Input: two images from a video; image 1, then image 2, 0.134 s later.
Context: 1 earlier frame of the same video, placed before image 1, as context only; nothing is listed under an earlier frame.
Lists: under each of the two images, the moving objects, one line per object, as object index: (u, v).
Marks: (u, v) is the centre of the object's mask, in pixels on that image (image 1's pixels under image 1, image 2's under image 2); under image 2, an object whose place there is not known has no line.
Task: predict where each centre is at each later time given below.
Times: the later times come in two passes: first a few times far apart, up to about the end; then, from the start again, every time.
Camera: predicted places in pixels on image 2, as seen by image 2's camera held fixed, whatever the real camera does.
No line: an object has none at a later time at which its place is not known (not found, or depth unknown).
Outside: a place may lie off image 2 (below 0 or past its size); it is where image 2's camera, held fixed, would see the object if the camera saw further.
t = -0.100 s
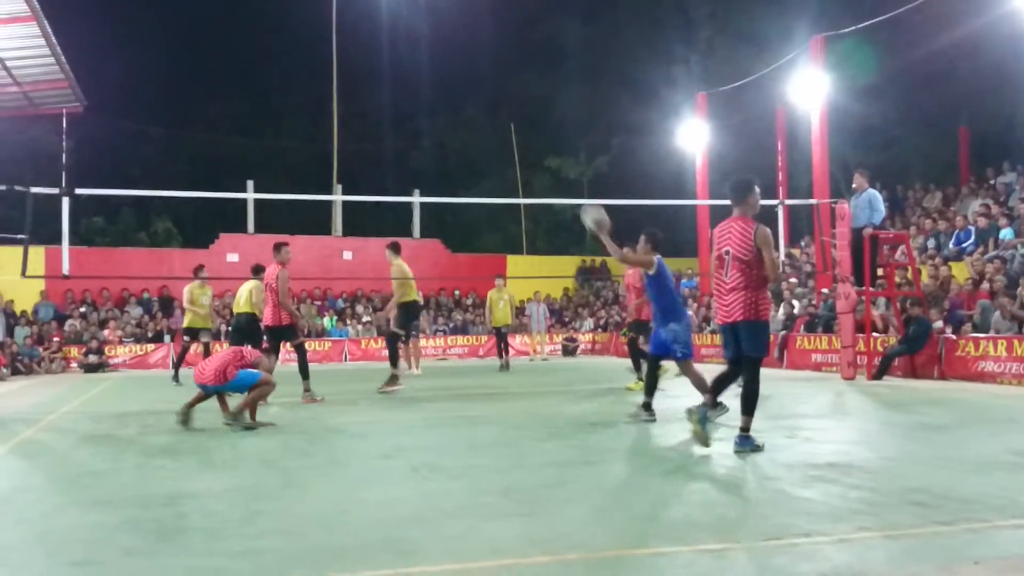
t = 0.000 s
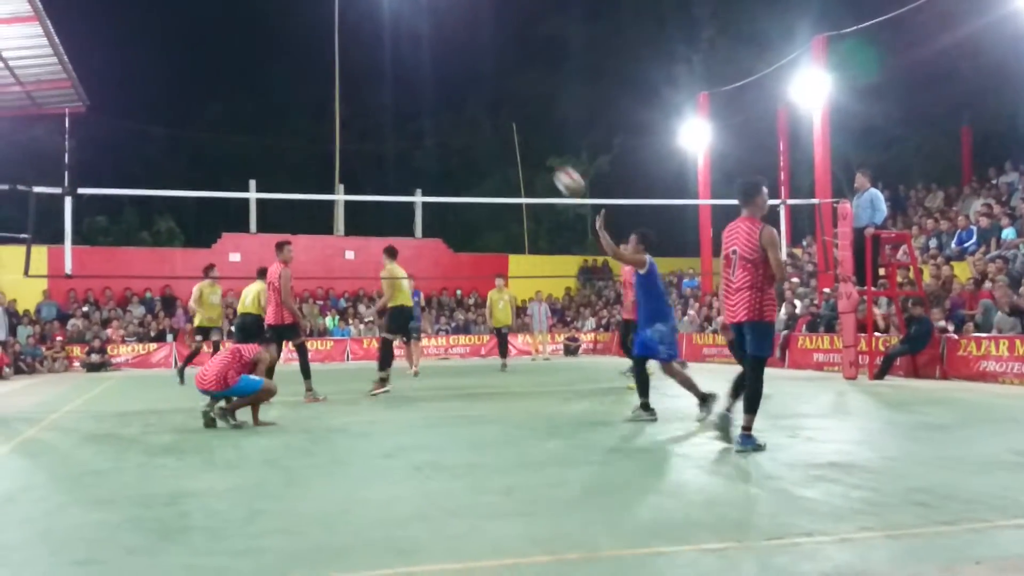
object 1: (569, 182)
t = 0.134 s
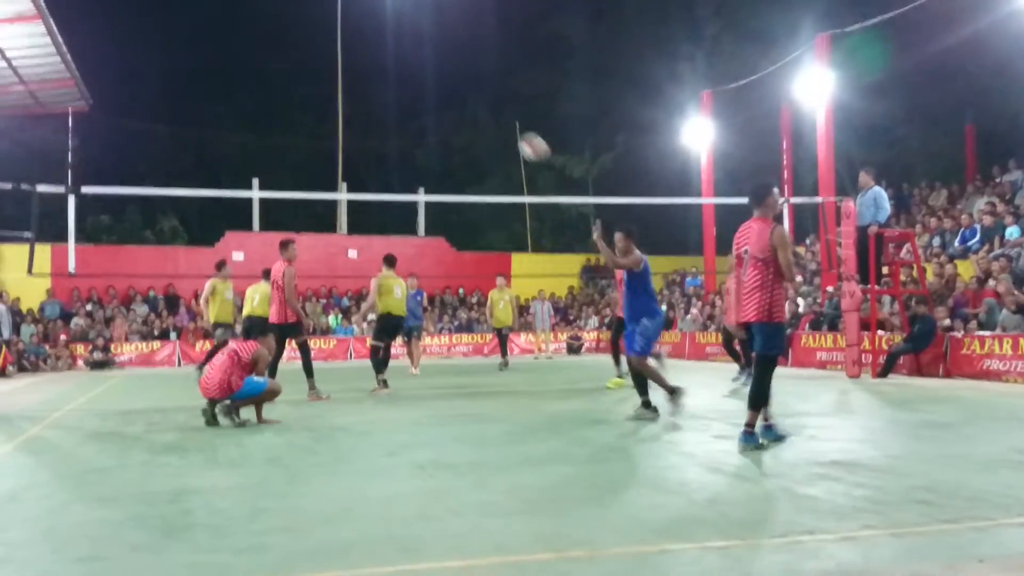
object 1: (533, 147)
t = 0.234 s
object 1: (505, 137)
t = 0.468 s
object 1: (435, 157)
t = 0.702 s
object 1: (361, 247)
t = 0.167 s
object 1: (524, 143)
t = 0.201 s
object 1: (514, 139)
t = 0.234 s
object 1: (505, 137)
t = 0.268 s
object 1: (495, 136)
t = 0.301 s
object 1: (485, 136)
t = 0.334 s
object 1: (475, 137)
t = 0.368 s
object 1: (465, 141)
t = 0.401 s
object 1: (455, 145)
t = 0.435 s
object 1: (445, 150)
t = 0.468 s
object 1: (435, 157)
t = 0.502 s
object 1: (425, 166)
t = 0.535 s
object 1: (414, 176)
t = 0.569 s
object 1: (405, 185)
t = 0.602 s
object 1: (393, 201)
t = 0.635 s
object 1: (382, 216)
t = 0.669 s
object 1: (373, 229)
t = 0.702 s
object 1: (361, 247)
